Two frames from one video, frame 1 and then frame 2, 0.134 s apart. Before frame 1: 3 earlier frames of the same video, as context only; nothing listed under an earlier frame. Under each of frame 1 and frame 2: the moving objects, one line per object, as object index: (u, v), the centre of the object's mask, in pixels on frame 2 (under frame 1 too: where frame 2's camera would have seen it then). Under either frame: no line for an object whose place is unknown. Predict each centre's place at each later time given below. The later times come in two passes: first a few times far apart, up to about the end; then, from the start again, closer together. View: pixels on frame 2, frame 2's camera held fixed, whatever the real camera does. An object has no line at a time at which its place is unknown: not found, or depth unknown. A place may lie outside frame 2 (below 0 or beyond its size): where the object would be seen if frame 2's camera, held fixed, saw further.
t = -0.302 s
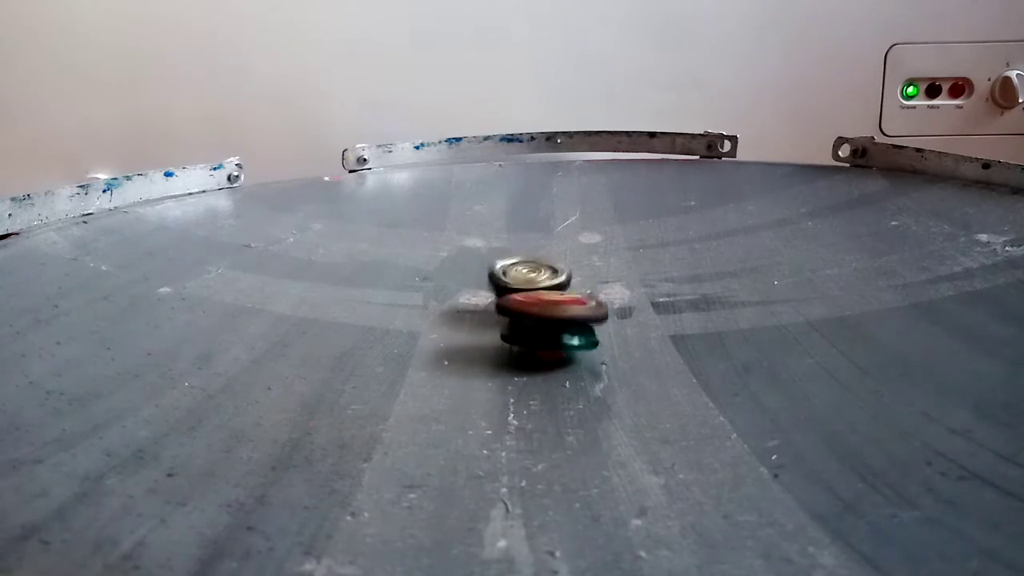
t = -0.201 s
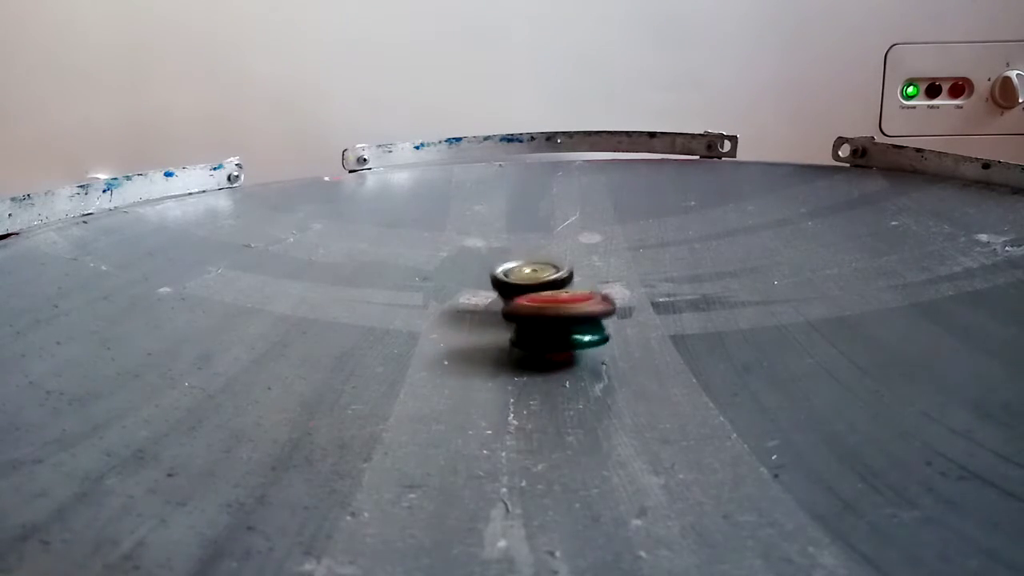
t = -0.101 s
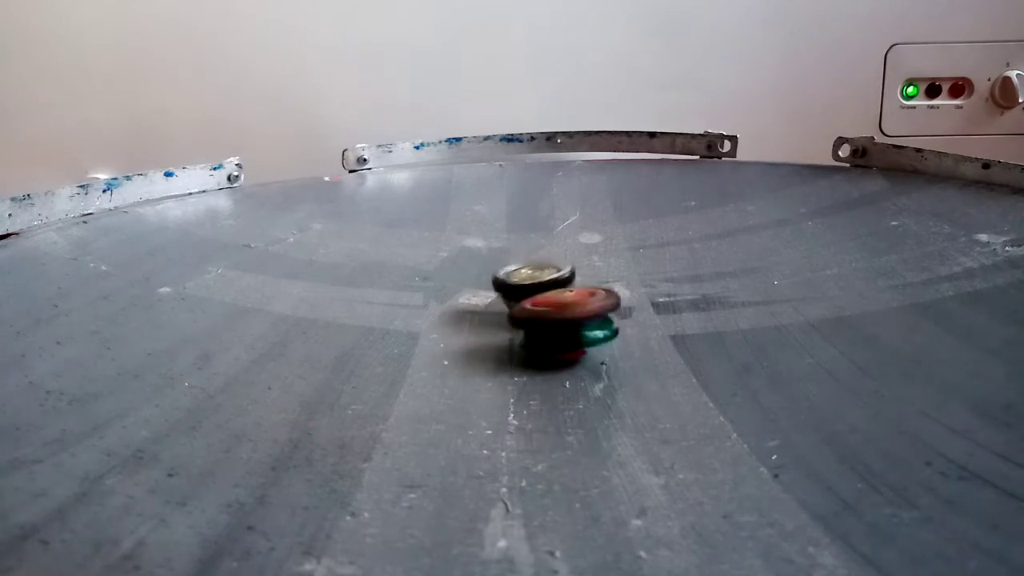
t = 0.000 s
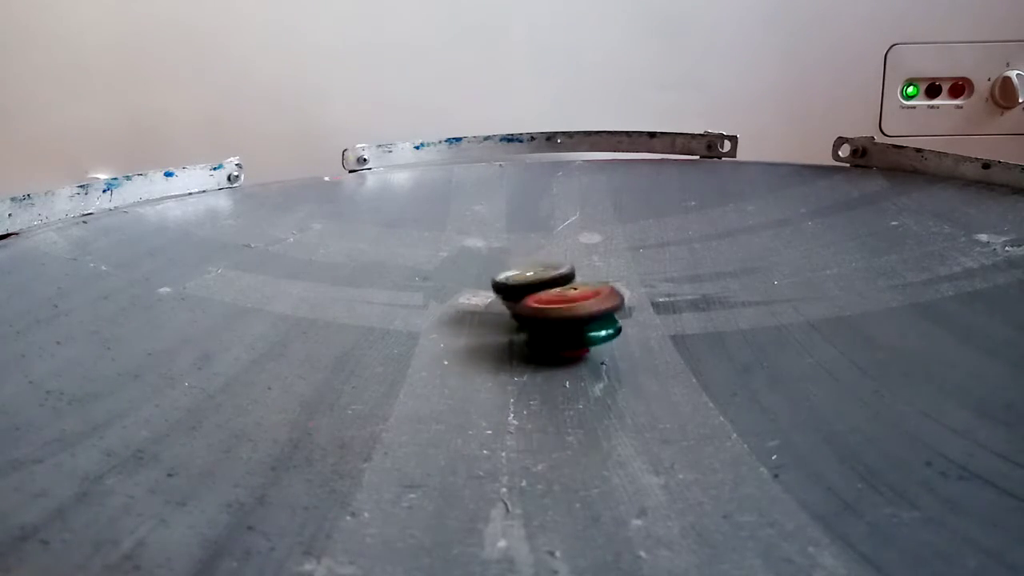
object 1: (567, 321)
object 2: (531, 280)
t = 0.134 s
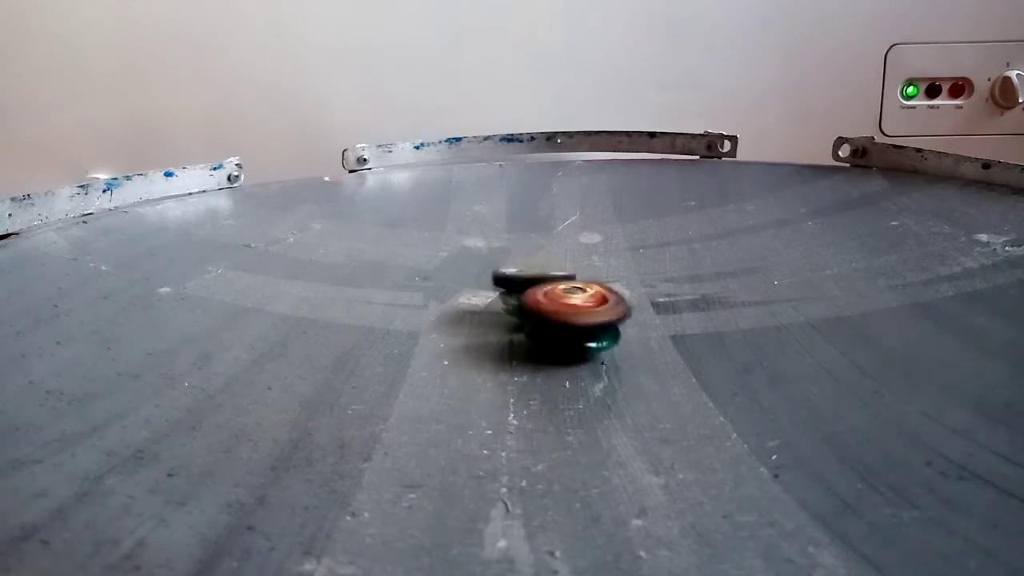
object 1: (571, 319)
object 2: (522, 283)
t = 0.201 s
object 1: (567, 320)
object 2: (524, 282)
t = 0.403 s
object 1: (567, 321)
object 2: (525, 276)
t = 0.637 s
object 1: (563, 318)
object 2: (534, 276)
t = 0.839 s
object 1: (553, 318)
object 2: (527, 276)
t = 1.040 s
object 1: (547, 320)
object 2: (525, 274)
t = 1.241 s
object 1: (548, 320)
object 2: (528, 274)
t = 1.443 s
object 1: (549, 319)
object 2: (532, 275)
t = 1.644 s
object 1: (558, 320)
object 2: (533, 272)
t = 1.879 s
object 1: (576, 326)
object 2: (543, 275)
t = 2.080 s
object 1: (580, 320)
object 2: (543, 279)
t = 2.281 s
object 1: (559, 317)
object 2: (519, 277)
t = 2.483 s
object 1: (530, 318)
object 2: (495, 273)
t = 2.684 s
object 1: (521, 324)
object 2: (509, 273)
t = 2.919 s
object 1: (532, 325)
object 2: (519, 278)
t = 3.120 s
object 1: (532, 319)
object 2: (516, 278)
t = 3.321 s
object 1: (514, 319)
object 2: (508, 270)
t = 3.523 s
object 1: (512, 318)
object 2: (514, 270)
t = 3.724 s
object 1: (515, 319)
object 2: (530, 272)
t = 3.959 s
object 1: (514, 318)
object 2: (539, 278)
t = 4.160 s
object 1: (524, 329)
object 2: (547, 277)
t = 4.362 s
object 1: (548, 333)
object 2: (575, 277)
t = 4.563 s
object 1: (571, 329)
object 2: (575, 280)
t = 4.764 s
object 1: (576, 320)
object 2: (539, 277)
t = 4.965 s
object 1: (575, 322)
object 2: (532, 274)
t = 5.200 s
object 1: (580, 320)
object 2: (544, 272)
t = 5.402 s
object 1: (577, 317)
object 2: (560, 275)
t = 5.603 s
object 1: (574, 319)
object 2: (545, 273)
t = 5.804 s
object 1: (571, 319)
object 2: (530, 273)
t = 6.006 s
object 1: (566, 319)
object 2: (546, 274)
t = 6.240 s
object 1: (566, 320)
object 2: (543, 271)
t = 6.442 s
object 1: (572, 317)
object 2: (538, 274)
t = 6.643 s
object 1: (567, 320)
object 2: (541, 279)
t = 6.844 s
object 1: (566, 321)
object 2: (538, 276)
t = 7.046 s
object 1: (568, 320)
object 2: (534, 279)
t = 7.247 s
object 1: (567, 320)
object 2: (534, 278)
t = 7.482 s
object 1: (565, 320)
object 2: (526, 282)
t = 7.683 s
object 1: (567, 320)
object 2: (536, 280)
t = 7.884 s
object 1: (566, 320)
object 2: (536, 281)
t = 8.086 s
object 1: (567, 320)
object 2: (534, 279)
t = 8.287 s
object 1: (566, 320)
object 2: (529, 281)
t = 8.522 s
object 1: (566, 320)
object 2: (534, 280)
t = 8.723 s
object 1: (566, 320)
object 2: (535, 280)
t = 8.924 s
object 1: (566, 320)
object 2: (535, 280)
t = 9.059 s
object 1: (566, 320)
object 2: (535, 280)
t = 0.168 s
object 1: (569, 320)
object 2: (520, 283)
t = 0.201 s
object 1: (567, 320)
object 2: (524, 282)
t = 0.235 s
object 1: (569, 320)
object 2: (522, 282)
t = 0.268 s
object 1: (571, 320)
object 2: (522, 281)
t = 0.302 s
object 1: (570, 320)
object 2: (522, 281)
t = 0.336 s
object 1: (571, 321)
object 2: (523, 279)
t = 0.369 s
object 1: (567, 321)
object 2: (525, 278)
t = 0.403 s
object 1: (567, 321)
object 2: (525, 276)
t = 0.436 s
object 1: (566, 321)
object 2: (527, 277)
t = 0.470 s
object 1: (564, 320)
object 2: (529, 276)
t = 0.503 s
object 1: (565, 320)
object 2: (531, 275)
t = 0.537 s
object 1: (564, 320)
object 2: (533, 275)
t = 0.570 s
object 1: (565, 319)
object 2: (533, 275)
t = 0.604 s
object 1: (565, 319)
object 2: (534, 274)
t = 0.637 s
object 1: (563, 318)
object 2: (534, 276)
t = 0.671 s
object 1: (561, 319)
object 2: (534, 275)
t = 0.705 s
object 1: (560, 317)
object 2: (536, 274)
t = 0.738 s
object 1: (558, 318)
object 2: (533, 276)
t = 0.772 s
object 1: (555, 318)
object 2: (533, 274)
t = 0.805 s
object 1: (552, 317)
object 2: (530, 277)
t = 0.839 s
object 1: (553, 318)
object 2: (527, 276)
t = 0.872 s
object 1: (552, 319)
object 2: (529, 275)
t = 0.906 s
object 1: (550, 319)
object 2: (528, 274)
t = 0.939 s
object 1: (549, 319)
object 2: (525, 275)
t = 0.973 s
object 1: (549, 319)
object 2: (523, 275)
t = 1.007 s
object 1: (549, 321)
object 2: (525, 275)
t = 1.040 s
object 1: (547, 320)
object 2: (525, 274)
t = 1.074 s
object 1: (547, 320)
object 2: (524, 273)
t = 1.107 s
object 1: (549, 320)
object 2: (525, 273)
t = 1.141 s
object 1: (547, 320)
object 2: (527, 274)
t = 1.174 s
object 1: (547, 320)
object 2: (528, 274)
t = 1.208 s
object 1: (548, 321)
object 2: (530, 273)
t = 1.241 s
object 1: (548, 320)
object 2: (528, 274)
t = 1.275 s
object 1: (549, 320)
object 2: (530, 273)
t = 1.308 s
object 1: (549, 320)
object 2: (530, 275)
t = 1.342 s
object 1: (549, 320)
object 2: (532, 274)
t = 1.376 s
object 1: (549, 320)
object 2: (533, 274)
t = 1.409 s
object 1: (549, 319)
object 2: (531, 275)
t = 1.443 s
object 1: (549, 319)
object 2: (532, 275)
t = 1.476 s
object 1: (548, 318)
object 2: (531, 276)
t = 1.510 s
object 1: (548, 318)
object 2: (533, 275)
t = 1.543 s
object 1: (548, 318)
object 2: (530, 276)
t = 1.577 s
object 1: (551, 321)
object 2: (531, 275)
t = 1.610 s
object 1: (557, 320)
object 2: (533, 273)
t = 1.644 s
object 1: (558, 320)
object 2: (533, 272)
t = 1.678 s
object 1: (558, 321)
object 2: (534, 272)
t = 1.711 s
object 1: (562, 323)
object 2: (537, 272)
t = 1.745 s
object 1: (564, 319)
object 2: (538, 273)
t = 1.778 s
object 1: (567, 323)
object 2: (538, 273)
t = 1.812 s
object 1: (570, 327)
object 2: (540, 273)
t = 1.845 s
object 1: (572, 326)
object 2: (541, 274)
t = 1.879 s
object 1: (576, 326)
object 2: (543, 275)
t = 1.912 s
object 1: (579, 326)
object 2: (545, 276)
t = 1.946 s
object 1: (580, 325)
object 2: (546, 277)
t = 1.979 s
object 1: (581, 323)
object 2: (548, 276)
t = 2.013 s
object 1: (581, 323)
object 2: (545, 278)
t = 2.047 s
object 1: (581, 321)
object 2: (544, 278)
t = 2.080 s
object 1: (580, 320)
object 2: (543, 279)
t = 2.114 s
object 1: (577, 318)
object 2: (541, 279)
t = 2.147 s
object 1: (573, 318)
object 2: (537, 280)
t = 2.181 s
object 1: (571, 317)
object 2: (533, 279)
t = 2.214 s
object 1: (567, 317)
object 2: (532, 276)
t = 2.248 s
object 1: (563, 316)
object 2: (522, 278)
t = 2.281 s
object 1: (559, 317)
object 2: (519, 277)
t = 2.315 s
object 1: (554, 317)
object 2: (509, 277)
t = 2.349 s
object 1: (548, 317)
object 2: (502, 278)
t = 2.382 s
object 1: (544, 317)
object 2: (498, 278)
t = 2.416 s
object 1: (539, 317)
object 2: (494, 275)
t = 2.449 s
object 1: (534, 318)
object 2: (493, 272)
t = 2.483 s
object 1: (530, 318)
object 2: (495, 273)
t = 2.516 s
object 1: (526, 320)
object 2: (499, 272)
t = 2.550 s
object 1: (524, 321)
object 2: (501, 270)
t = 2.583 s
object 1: (523, 322)
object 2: (503, 272)
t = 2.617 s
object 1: (521, 323)
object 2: (508, 273)
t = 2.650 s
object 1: (520, 324)
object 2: (508, 272)
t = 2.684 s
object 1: (521, 324)
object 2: (509, 273)
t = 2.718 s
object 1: (521, 324)
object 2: (511, 274)
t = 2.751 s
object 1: (523, 325)
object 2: (515, 274)
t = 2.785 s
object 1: (527, 326)
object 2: (516, 275)
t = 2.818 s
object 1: (529, 326)
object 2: (516, 276)
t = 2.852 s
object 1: (530, 325)
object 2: (517, 278)
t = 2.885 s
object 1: (531, 325)
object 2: (519, 279)
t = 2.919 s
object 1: (532, 325)
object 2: (519, 278)
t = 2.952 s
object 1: (534, 324)
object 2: (518, 280)
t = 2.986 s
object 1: (536, 323)
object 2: (521, 278)
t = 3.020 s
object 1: (536, 322)
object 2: (522, 278)
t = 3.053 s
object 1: (535, 321)
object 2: (517, 279)
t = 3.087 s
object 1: (534, 320)
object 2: (517, 278)
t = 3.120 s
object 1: (532, 319)
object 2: (516, 278)
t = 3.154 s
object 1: (530, 318)
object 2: (508, 276)
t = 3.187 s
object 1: (529, 317)
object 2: (506, 276)
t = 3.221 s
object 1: (524, 317)
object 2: (510, 270)
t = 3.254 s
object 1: (520, 319)
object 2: (510, 272)
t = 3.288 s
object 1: (517, 319)
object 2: (508, 272)
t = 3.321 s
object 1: (514, 319)
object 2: (508, 270)
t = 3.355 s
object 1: (512, 320)
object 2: (506, 270)
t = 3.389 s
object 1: (510, 321)
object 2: (507, 269)
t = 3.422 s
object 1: (512, 321)
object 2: (509, 269)
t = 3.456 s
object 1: (511, 321)
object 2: (513, 269)
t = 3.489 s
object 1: (511, 322)
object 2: (514, 271)
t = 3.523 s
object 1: (512, 318)
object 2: (514, 270)
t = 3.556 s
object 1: (511, 320)
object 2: (518, 269)
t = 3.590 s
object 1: (512, 321)
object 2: (522, 268)
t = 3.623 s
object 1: (515, 320)
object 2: (522, 270)
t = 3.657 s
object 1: (517, 320)
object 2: (525, 271)
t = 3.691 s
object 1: (517, 319)
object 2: (529, 269)
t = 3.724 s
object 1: (515, 319)
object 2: (530, 272)
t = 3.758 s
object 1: (515, 318)
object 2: (531, 273)
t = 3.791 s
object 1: (514, 318)
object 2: (539, 271)
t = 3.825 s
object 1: (515, 317)
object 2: (540, 272)
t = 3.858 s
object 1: (515, 316)
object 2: (538, 275)
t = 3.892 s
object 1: (515, 316)
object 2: (541, 275)
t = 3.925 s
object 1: (515, 318)
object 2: (537, 277)
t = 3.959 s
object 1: (514, 318)
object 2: (539, 278)
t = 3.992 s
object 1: (515, 319)
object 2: (538, 277)
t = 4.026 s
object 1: (514, 320)
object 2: (540, 277)
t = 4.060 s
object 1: (517, 324)
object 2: (544, 277)
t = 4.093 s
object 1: (518, 326)
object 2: (542, 275)
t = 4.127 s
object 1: (522, 329)
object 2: (545, 276)
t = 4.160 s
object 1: (524, 329)
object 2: (547, 277)
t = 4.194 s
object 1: (528, 331)
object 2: (555, 277)
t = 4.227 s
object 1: (533, 332)
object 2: (560, 275)
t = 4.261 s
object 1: (537, 333)
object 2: (565, 278)
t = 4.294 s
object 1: (540, 333)
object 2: (570, 277)
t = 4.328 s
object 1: (544, 334)
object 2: (570, 276)
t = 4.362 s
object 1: (548, 333)
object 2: (575, 277)
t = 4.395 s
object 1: (554, 334)
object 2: (576, 278)
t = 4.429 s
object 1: (558, 333)
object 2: (575, 277)
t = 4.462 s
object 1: (561, 332)
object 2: (582, 276)
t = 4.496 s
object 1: (564, 332)
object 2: (580, 278)
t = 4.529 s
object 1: (568, 331)
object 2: (576, 278)
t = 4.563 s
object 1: (571, 329)
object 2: (575, 280)
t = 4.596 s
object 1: (576, 328)
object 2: (575, 279)
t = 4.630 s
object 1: (576, 327)
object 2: (572, 280)
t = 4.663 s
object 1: (577, 324)
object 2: (561, 280)
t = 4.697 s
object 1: (576, 323)
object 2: (557, 283)
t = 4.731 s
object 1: (577, 319)
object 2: (545, 282)
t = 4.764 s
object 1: (576, 320)
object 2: (539, 277)
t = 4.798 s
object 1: (578, 321)
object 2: (531, 277)
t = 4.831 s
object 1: (579, 322)
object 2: (533, 275)
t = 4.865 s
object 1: (578, 321)
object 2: (535, 278)
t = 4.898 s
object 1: (574, 320)
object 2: (534, 277)
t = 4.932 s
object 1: (575, 320)
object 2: (533, 279)
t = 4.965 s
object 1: (575, 322)
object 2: (532, 274)
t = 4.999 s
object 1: (576, 319)
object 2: (530, 272)
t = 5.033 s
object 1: (577, 319)
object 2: (529, 273)
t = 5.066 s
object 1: (577, 319)
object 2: (529, 271)
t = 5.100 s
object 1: (579, 318)
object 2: (535, 270)
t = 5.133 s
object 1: (579, 319)
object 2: (533, 270)
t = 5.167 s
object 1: (580, 320)
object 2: (542, 269)
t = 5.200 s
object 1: (580, 320)
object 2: (544, 272)
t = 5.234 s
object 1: (580, 320)
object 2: (550, 273)
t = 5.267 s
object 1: (580, 318)
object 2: (554, 270)
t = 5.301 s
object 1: (578, 318)
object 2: (556, 269)
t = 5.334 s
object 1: (575, 319)
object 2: (559, 271)
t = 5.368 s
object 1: (577, 319)
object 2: (557, 274)
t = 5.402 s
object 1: (577, 317)
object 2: (560, 275)
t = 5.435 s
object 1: (576, 318)
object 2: (561, 273)
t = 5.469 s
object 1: (576, 318)
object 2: (563, 271)
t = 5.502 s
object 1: (576, 318)
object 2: (561, 271)
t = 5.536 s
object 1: (576, 318)
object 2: (557, 272)
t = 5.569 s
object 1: (575, 318)
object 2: (548, 273)
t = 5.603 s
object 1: (574, 319)
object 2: (545, 273)
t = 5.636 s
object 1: (573, 319)
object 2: (543, 274)
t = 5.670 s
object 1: (572, 319)
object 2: (541, 272)
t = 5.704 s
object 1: (571, 320)
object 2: (532, 273)
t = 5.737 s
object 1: (571, 321)
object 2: (532, 272)
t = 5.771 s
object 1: (569, 321)
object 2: (528, 271)
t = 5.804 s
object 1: (571, 319)
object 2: (530, 273)
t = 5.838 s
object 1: (572, 321)
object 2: (534, 273)
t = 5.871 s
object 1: (575, 320)
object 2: (538, 272)
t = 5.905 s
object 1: (572, 318)
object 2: (541, 273)
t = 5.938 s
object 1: (570, 314)
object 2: (541, 273)
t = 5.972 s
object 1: (569, 317)
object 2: (548, 272)
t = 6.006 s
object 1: (566, 319)
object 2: (546, 274)
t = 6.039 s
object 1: (565, 320)
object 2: (546, 276)
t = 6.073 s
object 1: (565, 321)
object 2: (544, 275)
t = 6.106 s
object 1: (565, 321)
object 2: (546, 275)
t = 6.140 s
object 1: (565, 321)
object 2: (543, 275)
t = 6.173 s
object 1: (565, 321)
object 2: (545, 273)
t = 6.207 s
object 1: (565, 320)
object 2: (542, 271)
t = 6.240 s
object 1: (566, 320)
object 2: (543, 271)
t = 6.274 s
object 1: (567, 320)
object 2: (538, 275)
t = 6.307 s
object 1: (567, 320)
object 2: (538, 276)
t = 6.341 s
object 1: (569, 319)
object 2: (536, 275)
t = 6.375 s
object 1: (571, 317)
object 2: (535, 274)
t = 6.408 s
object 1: (572, 317)
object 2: (535, 275)
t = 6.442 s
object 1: (572, 317)
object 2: (538, 274)
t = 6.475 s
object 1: (572, 317)
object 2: (537, 273)
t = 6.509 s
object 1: (571, 317)
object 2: (538, 272)
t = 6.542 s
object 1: (571, 317)
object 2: (538, 275)
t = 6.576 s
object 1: (570, 317)
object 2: (540, 279)
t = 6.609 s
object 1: (568, 319)
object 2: (538, 279)
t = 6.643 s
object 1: (567, 320)
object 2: (541, 279)
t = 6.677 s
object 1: (566, 320)
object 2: (543, 280)
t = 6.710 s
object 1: (566, 320)
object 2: (539, 278)
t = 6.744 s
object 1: (565, 320)
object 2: (537, 278)
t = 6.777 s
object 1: (565, 320)
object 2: (533, 278)
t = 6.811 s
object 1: (565, 320)
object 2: (537, 279)
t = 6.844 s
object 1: (566, 321)
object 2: (538, 276)
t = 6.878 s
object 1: (566, 320)
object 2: (538, 275)
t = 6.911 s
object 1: (566, 320)
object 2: (540, 274)
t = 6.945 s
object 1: (567, 320)
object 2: (535, 277)
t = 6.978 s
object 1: (567, 320)
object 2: (534, 280)
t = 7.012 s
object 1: (568, 320)
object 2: (532, 280)
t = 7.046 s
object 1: (568, 320)
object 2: (534, 279)
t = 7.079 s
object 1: (568, 320)
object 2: (533, 280)
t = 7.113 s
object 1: (568, 320)
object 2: (528, 281)
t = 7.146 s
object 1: (568, 320)
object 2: (528, 280)
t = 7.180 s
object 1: (568, 320)
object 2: (528, 278)
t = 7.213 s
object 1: (567, 320)
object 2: (532, 277)
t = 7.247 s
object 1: (567, 320)
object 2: (534, 278)
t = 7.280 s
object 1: (566, 320)
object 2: (531, 280)
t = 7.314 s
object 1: (566, 320)
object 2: (530, 281)
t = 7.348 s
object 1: (565, 320)
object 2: (535, 281)
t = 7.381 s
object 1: (565, 320)
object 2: (532, 283)
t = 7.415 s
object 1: (565, 320)
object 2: (535, 281)
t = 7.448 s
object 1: (565, 320)
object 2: (533, 282)
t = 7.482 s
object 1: (565, 320)
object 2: (526, 282)
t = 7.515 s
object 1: (566, 320)
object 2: (530, 280)
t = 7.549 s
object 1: (566, 320)
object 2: (532, 277)
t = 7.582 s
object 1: (566, 321)
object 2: (535, 276)
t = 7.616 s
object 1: (567, 320)
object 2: (538, 277)
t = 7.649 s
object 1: (567, 320)
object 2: (538, 279)
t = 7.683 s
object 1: (567, 320)
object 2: (536, 280)
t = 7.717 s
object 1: (568, 320)
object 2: (538, 281)
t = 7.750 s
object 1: (568, 320)
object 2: (541, 281)
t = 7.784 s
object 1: (567, 320)
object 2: (538, 283)
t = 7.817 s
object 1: (567, 319)
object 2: (541, 281)
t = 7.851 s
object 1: (566, 320)
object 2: (543, 279)
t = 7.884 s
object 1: (566, 320)
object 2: (536, 281)
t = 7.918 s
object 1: (566, 320)
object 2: (532, 282)
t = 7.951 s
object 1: (566, 320)
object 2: (532, 283)
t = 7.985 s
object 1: (566, 320)
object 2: (528, 282)
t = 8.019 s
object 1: (566, 320)
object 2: (528, 280)
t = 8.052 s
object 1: (566, 320)
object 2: (531, 279)
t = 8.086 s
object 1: (567, 320)
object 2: (534, 279)
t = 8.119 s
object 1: (567, 321)
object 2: (536, 279)
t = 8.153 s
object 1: (566, 320)
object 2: (535, 279)
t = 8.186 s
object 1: (566, 321)
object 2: (534, 279)
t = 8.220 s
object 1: (566, 321)
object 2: (532, 280)
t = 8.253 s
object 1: (566, 320)
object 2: (530, 281)
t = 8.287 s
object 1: (566, 320)
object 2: (529, 281)
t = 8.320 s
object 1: (566, 320)
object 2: (530, 281)
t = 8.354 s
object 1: (566, 320)
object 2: (529, 281)
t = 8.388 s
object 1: (566, 320)
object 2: (530, 281)
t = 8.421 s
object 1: (566, 320)
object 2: (532, 280)
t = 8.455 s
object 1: (566, 320)
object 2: (533, 280)
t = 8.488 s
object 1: (566, 320)
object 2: (534, 280)
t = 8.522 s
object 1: (566, 320)
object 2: (534, 280)
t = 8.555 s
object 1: (566, 320)
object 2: (535, 280)
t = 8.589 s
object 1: (566, 320)
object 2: (535, 280)
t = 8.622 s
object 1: (566, 321)
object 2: (535, 280)
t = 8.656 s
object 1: (566, 320)
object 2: (535, 280)
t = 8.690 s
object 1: (566, 320)
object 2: (535, 280)
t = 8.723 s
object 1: (566, 320)
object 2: (535, 280)
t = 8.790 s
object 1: (566, 320)
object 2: (535, 280)
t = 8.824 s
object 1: (566, 320)
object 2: (535, 280)
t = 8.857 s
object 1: (566, 320)
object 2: (535, 280)
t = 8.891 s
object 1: (566, 320)
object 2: (535, 280)
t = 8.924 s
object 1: (566, 320)
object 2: (535, 280)
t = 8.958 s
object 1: (566, 320)
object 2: (535, 280)
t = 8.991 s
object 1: (566, 320)
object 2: (535, 280)
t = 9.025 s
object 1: (566, 320)
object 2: (535, 280)
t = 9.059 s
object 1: (566, 320)
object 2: (535, 280)
